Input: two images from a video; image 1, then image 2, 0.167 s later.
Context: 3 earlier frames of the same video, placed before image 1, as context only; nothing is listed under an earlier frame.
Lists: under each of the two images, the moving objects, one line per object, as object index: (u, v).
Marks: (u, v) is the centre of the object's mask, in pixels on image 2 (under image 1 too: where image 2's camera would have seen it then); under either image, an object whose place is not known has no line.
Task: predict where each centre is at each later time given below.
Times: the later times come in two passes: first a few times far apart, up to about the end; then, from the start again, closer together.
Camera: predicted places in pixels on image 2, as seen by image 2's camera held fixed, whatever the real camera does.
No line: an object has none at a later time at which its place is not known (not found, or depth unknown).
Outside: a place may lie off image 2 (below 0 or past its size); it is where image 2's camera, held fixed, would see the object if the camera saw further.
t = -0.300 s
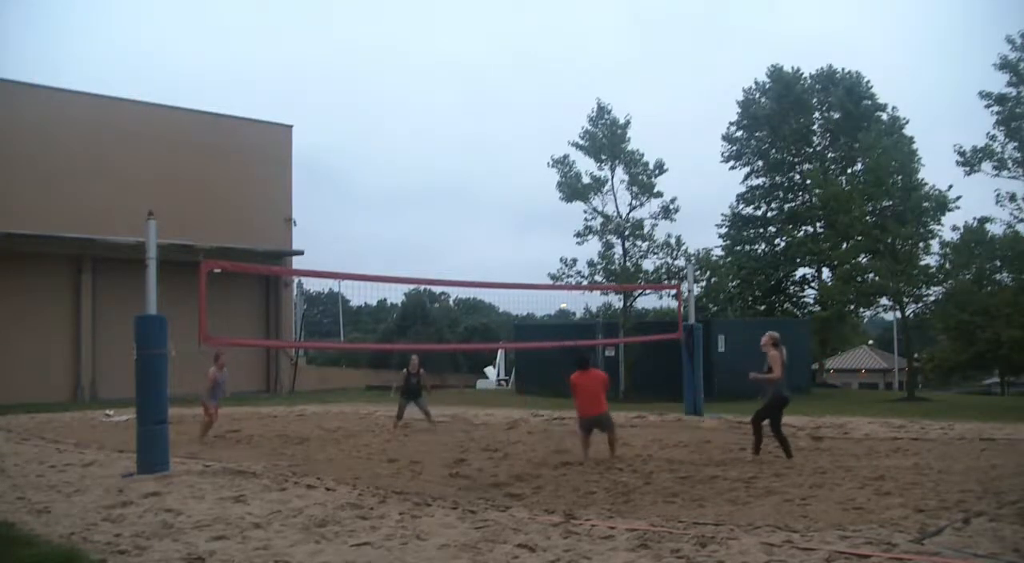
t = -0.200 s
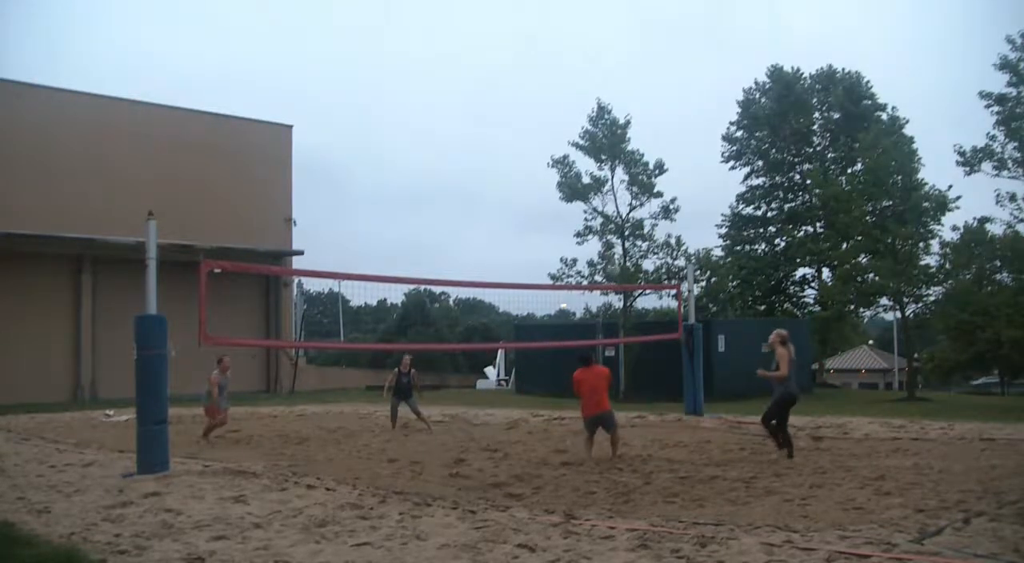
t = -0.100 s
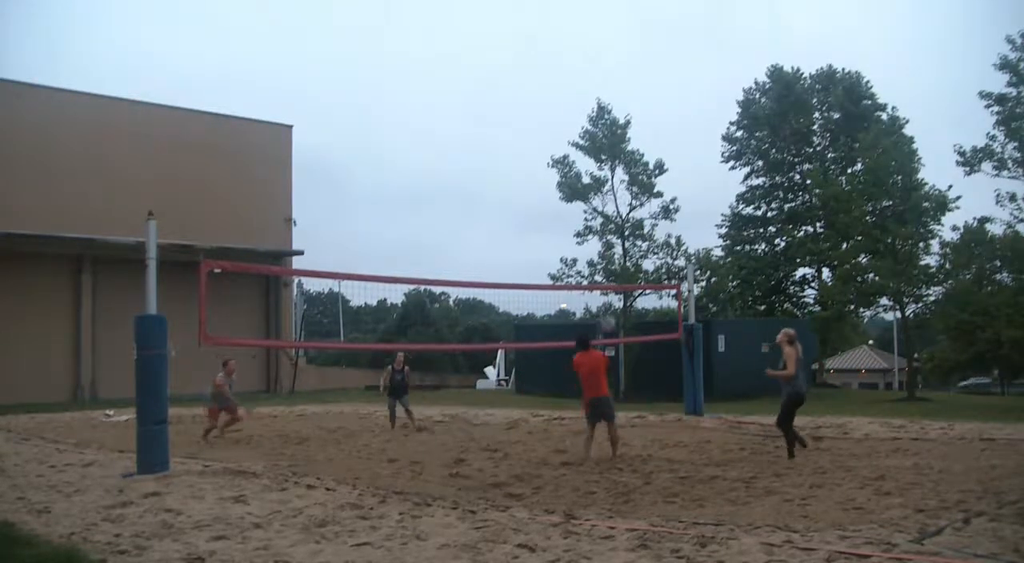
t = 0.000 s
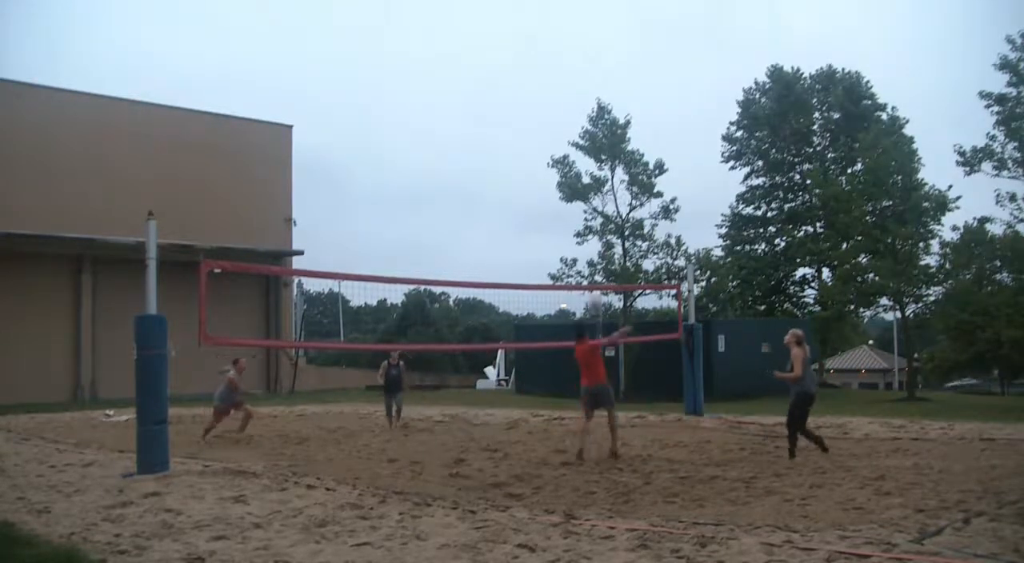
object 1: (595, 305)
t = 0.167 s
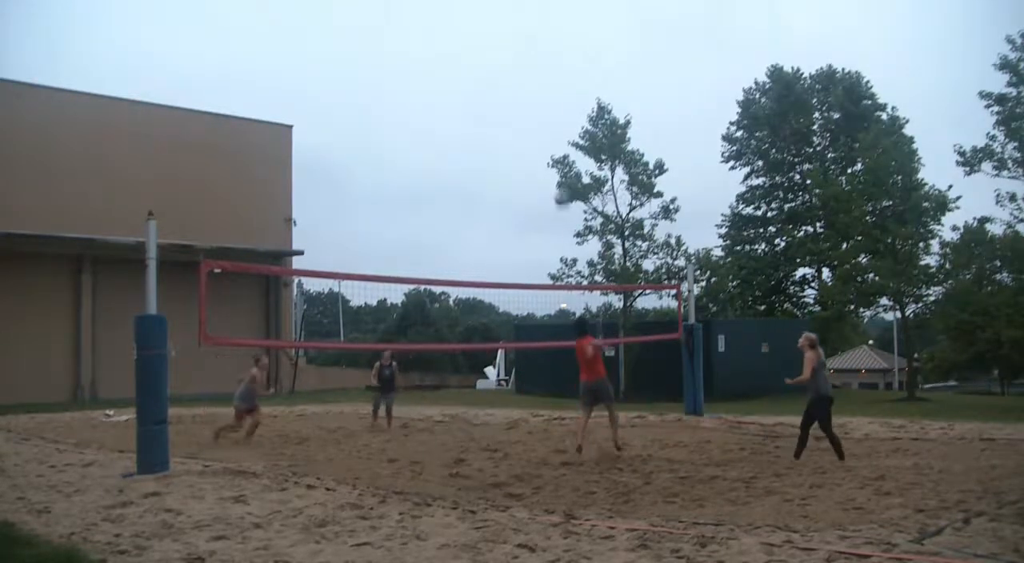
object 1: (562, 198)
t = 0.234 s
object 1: (548, 165)
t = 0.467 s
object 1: (503, 76)
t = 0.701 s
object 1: (461, 32)
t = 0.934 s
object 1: (421, 25)
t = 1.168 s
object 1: (385, 52)
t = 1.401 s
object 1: (353, 110)
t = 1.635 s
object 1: (324, 199)
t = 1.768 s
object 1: (310, 263)
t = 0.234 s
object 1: (548, 165)
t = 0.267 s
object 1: (542, 149)
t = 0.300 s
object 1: (535, 134)
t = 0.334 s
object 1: (529, 121)
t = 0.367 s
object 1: (522, 108)
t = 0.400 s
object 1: (516, 97)
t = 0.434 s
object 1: (510, 86)
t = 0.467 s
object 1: (503, 76)
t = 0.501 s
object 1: (497, 68)
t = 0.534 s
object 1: (490, 60)
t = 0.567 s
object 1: (484, 52)
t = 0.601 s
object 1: (478, 46)
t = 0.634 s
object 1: (472, 41)
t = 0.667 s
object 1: (466, 36)
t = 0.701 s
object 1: (461, 32)
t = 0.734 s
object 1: (455, 29)
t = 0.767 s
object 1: (449, 26)
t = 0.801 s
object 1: (443, 25)
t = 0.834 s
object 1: (438, 24)
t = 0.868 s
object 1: (432, 24)
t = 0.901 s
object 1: (426, 24)
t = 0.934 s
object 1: (421, 25)
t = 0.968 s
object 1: (416, 27)
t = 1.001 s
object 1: (411, 30)
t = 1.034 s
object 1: (405, 33)
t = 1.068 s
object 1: (400, 37)
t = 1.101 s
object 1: (395, 41)
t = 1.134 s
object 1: (390, 46)
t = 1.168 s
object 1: (385, 52)
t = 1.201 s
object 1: (381, 59)
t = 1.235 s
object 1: (376, 66)
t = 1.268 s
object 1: (371, 74)
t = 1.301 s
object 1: (366, 82)
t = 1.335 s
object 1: (362, 90)
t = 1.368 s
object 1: (357, 100)
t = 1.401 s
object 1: (353, 110)
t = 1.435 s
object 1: (349, 121)
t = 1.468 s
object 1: (344, 132)
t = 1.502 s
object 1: (340, 144)
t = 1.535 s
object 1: (336, 157)
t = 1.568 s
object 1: (332, 170)
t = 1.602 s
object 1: (328, 185)
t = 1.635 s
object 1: (324, 199)
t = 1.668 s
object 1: (320, 214)
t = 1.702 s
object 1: (317, 230)
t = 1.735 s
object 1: (313, 247)
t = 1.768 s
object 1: (310, 263)
